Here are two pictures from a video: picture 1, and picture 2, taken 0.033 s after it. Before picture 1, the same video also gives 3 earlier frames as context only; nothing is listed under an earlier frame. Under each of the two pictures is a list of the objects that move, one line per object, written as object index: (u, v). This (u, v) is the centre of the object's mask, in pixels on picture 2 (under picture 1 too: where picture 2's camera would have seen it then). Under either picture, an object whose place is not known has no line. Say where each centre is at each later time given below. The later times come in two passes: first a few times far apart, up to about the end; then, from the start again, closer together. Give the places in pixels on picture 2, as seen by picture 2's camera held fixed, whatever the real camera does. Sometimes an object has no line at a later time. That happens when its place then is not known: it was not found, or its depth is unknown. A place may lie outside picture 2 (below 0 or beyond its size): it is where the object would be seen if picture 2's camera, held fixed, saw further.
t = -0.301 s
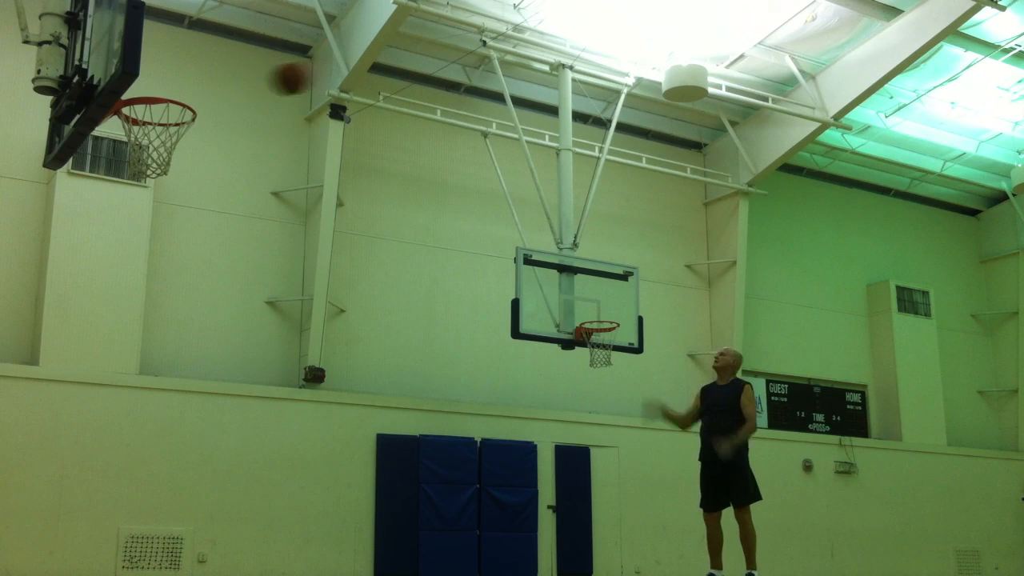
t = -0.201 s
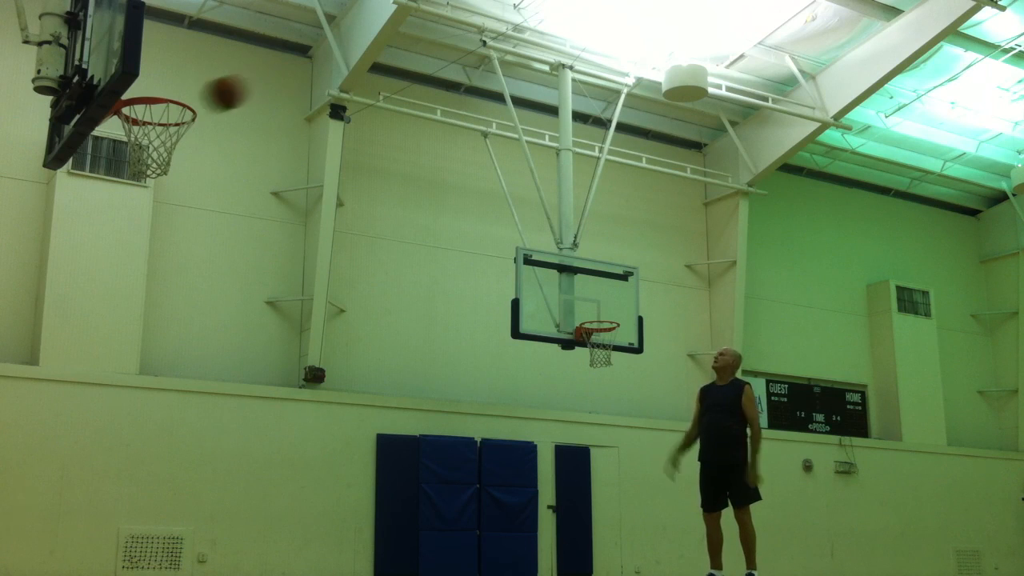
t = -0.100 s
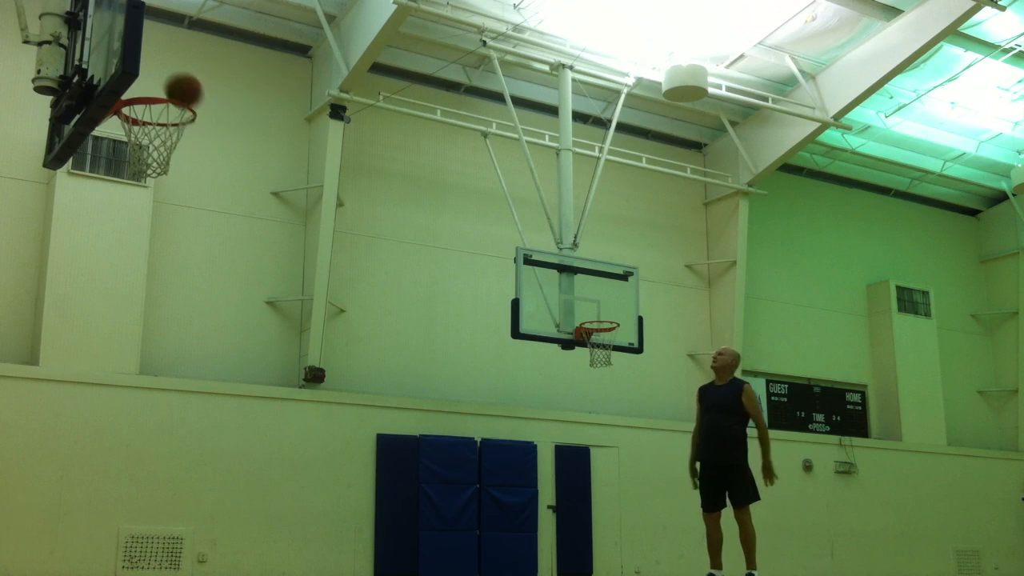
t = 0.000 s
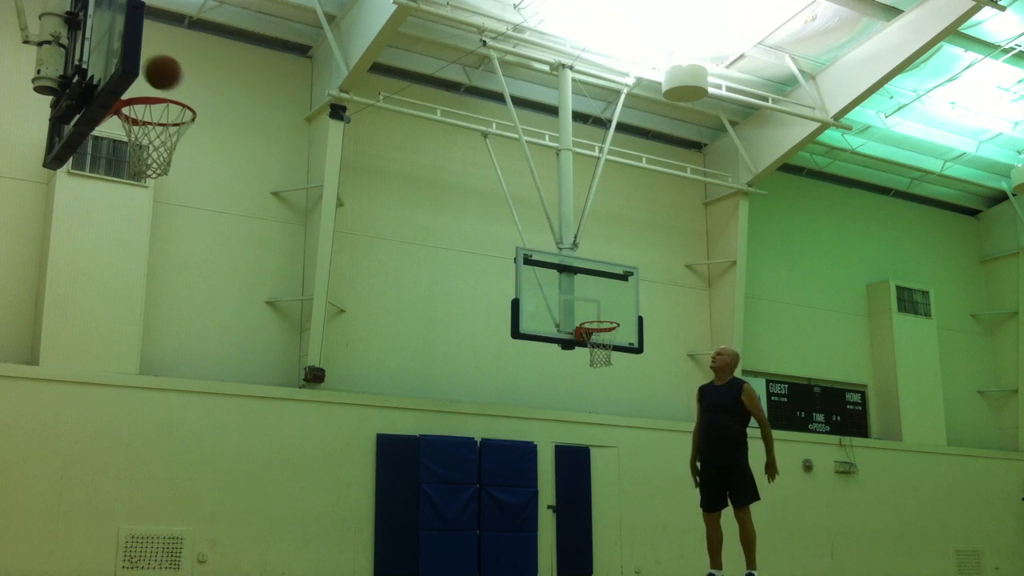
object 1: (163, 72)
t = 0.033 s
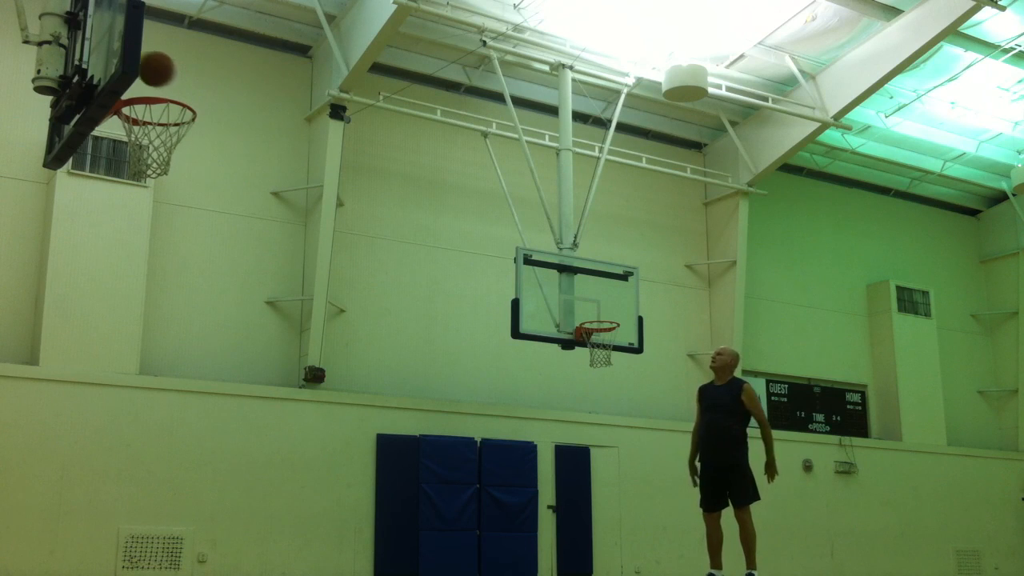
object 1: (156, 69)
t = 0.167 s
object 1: (138, 77)
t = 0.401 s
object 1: (145, 100)
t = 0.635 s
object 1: (177, 139)
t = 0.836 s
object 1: (159, 153)
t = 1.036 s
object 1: (134, 172)
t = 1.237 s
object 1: (121, 231)
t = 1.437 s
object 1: (101, 353)
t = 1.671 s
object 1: (72, 562)
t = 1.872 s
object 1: (95, 438)
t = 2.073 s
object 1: (112, 372)
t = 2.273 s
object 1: (125, 365)
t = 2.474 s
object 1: (133, 418)
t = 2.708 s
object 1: (135, 560)
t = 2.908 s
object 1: (149, 490)
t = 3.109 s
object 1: (160, 453)
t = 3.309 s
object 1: (167, 475)
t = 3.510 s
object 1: (169, 558)
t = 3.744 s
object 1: (184, 510)
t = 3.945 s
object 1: (194, 505)
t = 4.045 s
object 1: (198, 526)
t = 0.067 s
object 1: (152, 68)
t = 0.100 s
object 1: (147, 68)
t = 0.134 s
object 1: (143, 71)
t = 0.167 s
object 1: (138, 77)
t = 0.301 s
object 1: (135, 89)
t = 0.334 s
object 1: (137, 95)
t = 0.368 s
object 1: (139, 99)
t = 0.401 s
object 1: (145, 100)
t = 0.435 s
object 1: (151, 105)
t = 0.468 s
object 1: (158, 110)
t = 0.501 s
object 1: (164, 117)
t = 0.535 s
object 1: (172, 124)
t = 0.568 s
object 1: (174, 131)
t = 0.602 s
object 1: (175, 136)
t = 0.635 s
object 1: (177, 139)
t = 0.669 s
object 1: (177, 142)
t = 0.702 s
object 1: (176, 145)
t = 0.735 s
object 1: (173, 147)
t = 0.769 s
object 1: (168, 150)
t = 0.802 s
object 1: (163, 152)
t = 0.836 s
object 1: (159, 153)
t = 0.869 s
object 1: (157, 165)
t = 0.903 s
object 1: (149, 164)
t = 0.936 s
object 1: (144, 165)
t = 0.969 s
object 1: (140, 168)
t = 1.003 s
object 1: (137, 168)
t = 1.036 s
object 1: (134, 172)
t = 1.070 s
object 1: (133, 176)
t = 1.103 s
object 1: (131, 183)
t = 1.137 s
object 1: (128, 193)
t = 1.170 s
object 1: (126, 204)
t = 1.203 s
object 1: (123, 217)
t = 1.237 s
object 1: (121, 231)
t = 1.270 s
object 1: (118, 246)
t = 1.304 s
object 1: (115, 264)
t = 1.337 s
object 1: (112, 283)
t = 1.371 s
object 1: (109, 304)
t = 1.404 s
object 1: (105, 327)
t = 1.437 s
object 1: (101, 353)
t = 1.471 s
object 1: (97, 380)
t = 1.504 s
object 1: (92, 411)
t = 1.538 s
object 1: (88, 441)
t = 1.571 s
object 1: (83, 475)
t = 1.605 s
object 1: (78, 512)
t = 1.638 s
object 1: (74, 547)
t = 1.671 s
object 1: (72, 562)
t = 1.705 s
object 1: (76, 542)
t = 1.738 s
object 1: (80, 517)
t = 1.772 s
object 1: (83, 496)
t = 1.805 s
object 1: (87, 475)
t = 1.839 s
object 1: (91, 456)
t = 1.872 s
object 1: (95, 438)
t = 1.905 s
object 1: (98, 424)
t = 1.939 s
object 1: (101, 410)
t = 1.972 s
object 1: (104, 398)
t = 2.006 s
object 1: (107, 388)
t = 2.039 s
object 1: (110, 379)
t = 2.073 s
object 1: (112, 372)
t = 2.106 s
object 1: (115, 367)
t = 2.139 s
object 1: (117, 364)
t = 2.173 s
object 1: (119, 362)
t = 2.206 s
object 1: (121, 361)
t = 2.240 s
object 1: (123, 362)
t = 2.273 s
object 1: (125, 365)
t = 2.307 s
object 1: (127, 369)
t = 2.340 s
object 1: (128, 376)
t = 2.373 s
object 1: (129, 384)
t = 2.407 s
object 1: (130, 393)
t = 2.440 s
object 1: (132, 405)
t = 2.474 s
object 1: (133, 418)
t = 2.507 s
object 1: (134, 433)
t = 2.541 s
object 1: (134, 449)
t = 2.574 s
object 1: (135, 467)
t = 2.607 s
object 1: (135, 488)
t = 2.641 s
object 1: (135, 509)
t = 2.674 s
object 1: (134, 534)
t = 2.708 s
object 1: (135, 560)
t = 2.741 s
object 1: (136, 563)
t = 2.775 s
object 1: (139, 547)
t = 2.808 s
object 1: (142, 530)
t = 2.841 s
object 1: (145, 515)
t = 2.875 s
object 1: (147, 502)
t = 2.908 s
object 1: (149, 490)
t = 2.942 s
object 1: (151, 480)
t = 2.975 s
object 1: (153, 471)
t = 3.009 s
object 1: (155, 465)
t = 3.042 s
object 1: (157, 459)
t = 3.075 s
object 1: (159, 456)
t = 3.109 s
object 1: (160, 453)
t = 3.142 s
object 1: (161, 453)
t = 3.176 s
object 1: (163, 454)
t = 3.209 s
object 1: (164, 457)
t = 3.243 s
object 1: (165, 461)
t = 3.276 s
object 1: (166, 467)
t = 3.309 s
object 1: (167, 475)
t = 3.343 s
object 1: (167, 485)
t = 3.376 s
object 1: (168, 497)
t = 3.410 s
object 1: (168, 509)
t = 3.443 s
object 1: (168, 523)
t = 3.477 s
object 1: (169, 541)
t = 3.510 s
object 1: (169, 558)
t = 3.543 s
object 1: (169, 564)
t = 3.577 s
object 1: (172, 557)
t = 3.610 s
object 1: (174, 545)
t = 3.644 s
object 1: (177, 533)
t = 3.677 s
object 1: (179, 524)
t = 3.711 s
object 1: (181, 517)
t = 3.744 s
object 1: (184, 510)
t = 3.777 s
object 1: (186, 505)
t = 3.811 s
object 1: (188, 502)
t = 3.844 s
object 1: (189, 501)
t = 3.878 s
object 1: (191, 500)
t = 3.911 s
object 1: (193, 502)
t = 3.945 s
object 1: (194, 505)
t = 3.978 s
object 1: (196, 511)
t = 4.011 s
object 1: (197, 518)
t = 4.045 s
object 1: (198, 526)
